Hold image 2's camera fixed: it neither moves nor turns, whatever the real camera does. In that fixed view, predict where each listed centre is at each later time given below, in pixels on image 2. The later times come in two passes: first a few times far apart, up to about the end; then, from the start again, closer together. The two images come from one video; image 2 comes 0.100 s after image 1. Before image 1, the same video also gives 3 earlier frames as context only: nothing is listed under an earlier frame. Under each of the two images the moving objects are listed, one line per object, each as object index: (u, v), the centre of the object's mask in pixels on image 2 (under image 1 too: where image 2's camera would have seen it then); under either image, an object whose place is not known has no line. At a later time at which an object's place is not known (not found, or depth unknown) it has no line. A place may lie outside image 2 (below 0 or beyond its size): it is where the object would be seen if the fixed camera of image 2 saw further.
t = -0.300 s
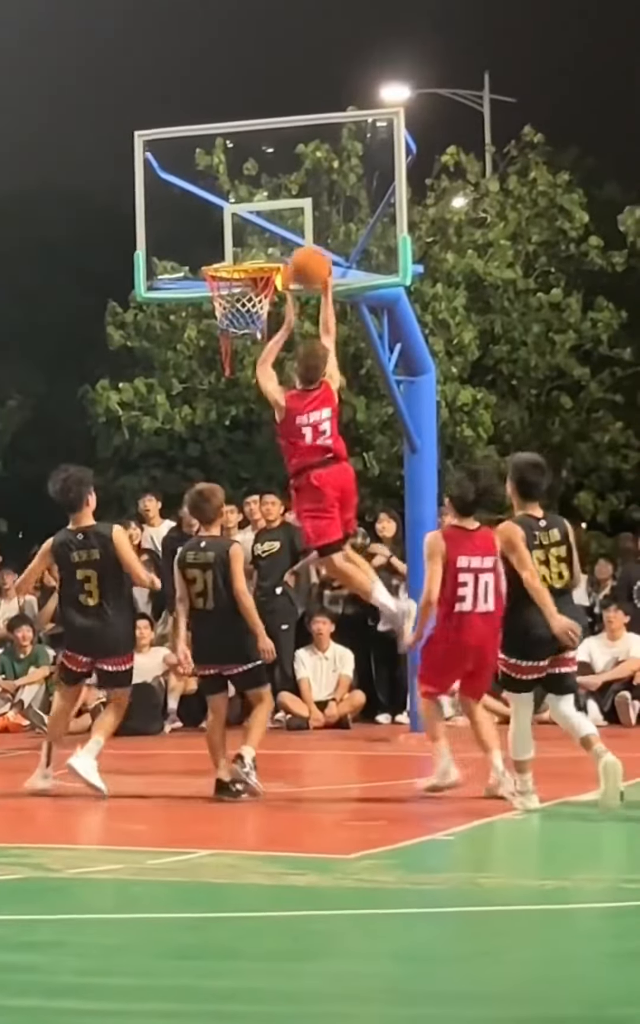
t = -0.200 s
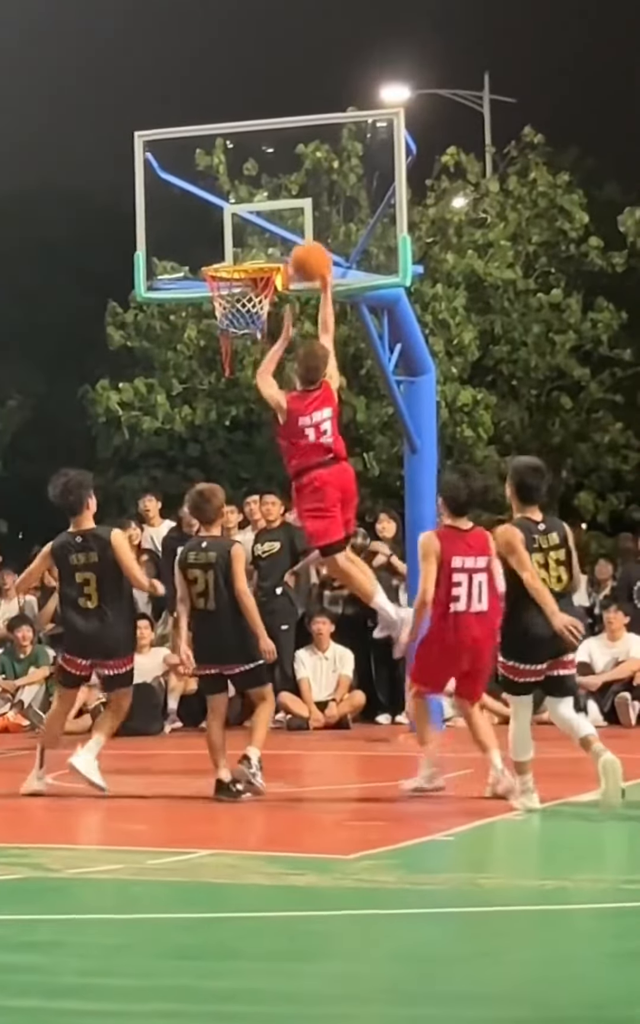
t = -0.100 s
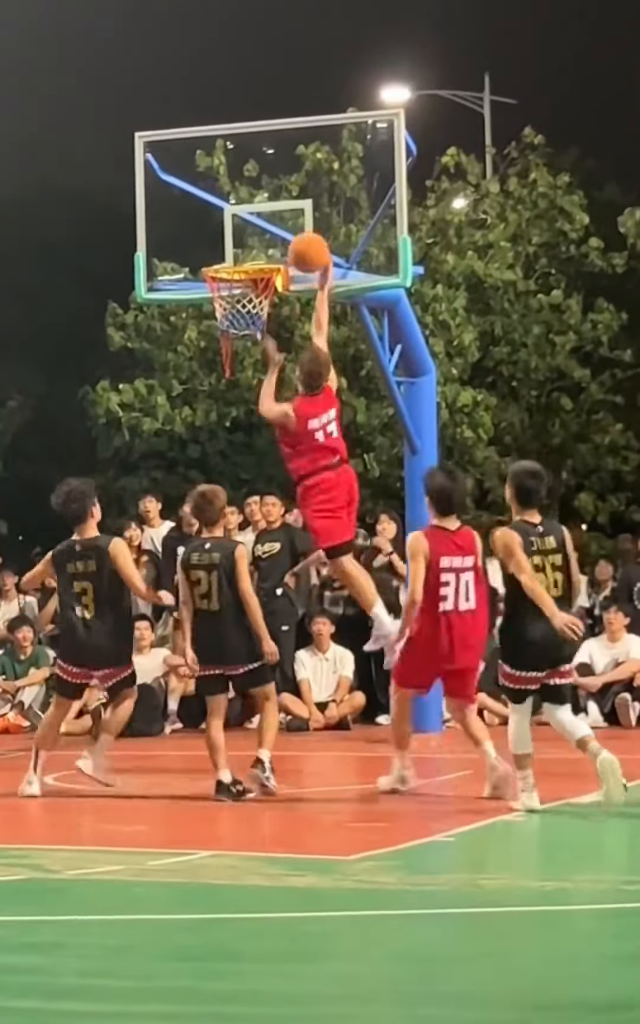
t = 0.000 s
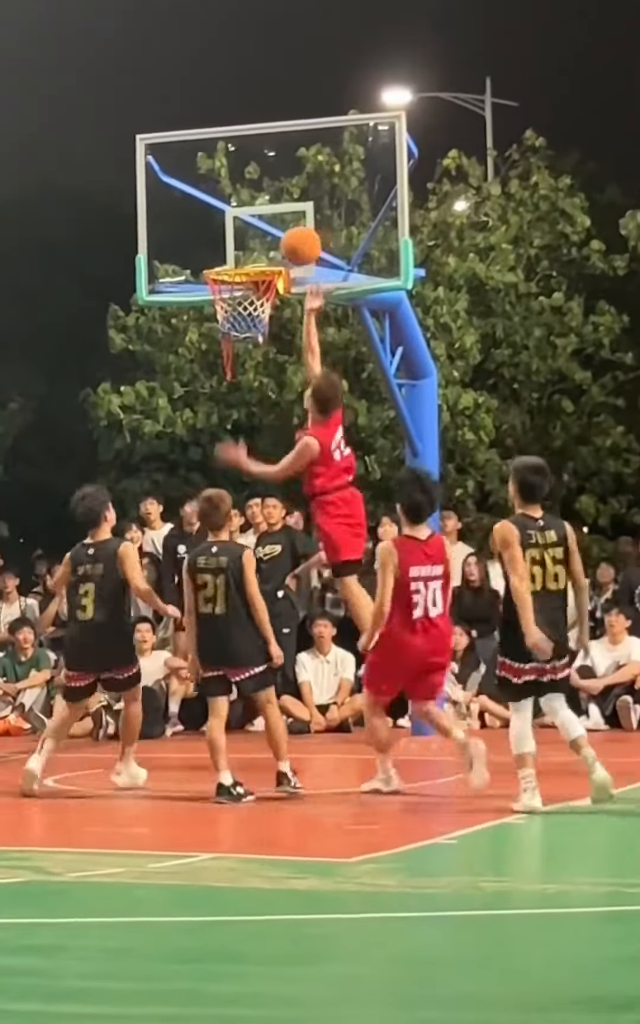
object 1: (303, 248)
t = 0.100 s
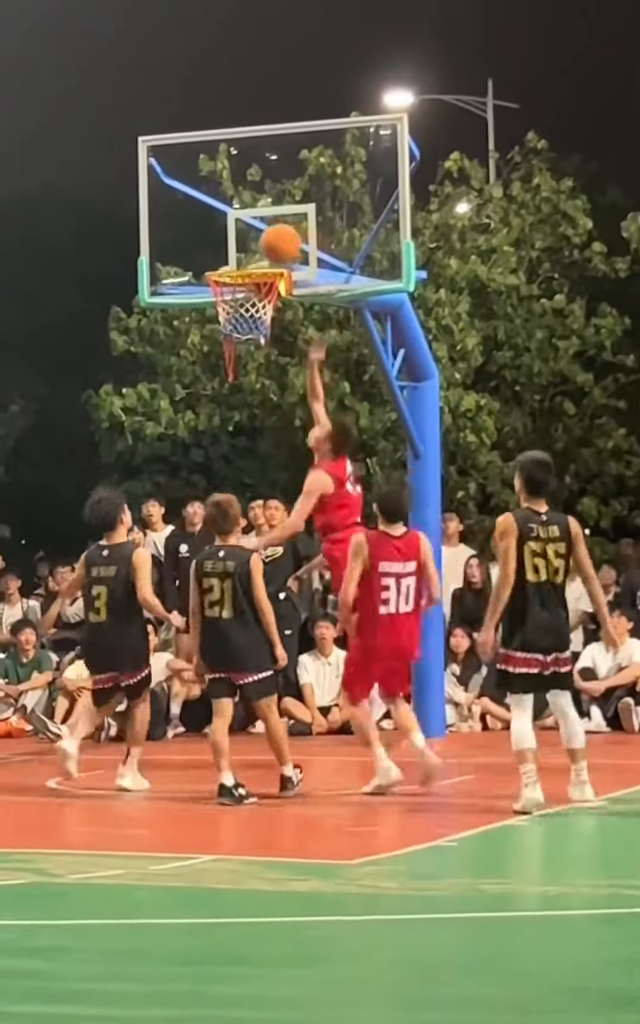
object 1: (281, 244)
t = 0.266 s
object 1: (232, 258)
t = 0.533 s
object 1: (247, 279)
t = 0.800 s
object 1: (241, 290)
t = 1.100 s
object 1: (269, 336)
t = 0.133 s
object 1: (270, 244)
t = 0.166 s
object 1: (261, 246)
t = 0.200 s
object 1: (251, 250)
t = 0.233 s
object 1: (241, 253)
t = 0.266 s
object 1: (232, 258)
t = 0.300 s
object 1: (236, 256)
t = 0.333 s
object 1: (240, 256)
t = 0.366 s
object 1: (246, 258)
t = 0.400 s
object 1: (249, 258)
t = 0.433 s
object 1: (253, 261)
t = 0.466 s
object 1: (250, 261)
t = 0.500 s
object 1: (249, 273)
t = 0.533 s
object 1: (247, 279)
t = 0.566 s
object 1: (243, 286)
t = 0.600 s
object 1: (240, 292)
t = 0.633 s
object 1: (238, 289)
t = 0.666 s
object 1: (239, 286)
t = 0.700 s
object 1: (239, 287)
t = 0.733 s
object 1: (242, 287)
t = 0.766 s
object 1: (240, 288)
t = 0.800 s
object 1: (241, 290)
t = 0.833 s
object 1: (243, 293)
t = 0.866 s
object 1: (242, 303)
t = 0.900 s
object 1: (241, 307)
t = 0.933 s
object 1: (243, 306)
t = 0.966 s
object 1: (247, 308)
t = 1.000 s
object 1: (246, 308)
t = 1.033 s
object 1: (249, 309)
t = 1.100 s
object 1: (269, 336)
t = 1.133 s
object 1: (261, 348)
